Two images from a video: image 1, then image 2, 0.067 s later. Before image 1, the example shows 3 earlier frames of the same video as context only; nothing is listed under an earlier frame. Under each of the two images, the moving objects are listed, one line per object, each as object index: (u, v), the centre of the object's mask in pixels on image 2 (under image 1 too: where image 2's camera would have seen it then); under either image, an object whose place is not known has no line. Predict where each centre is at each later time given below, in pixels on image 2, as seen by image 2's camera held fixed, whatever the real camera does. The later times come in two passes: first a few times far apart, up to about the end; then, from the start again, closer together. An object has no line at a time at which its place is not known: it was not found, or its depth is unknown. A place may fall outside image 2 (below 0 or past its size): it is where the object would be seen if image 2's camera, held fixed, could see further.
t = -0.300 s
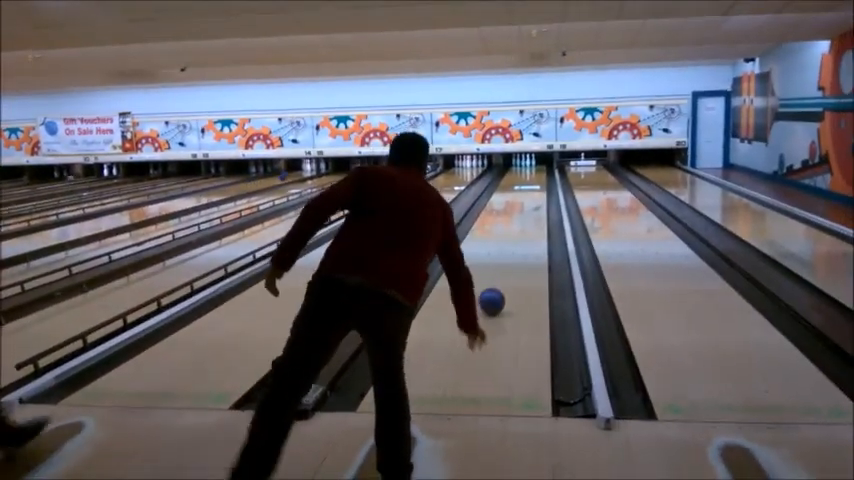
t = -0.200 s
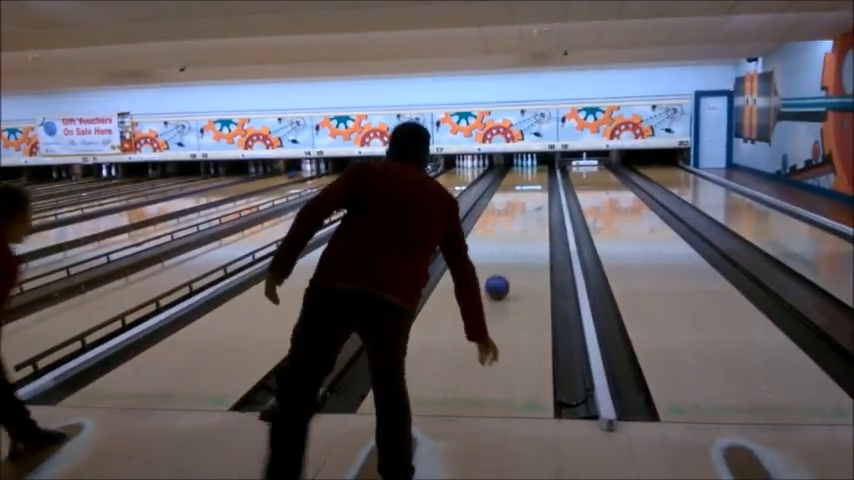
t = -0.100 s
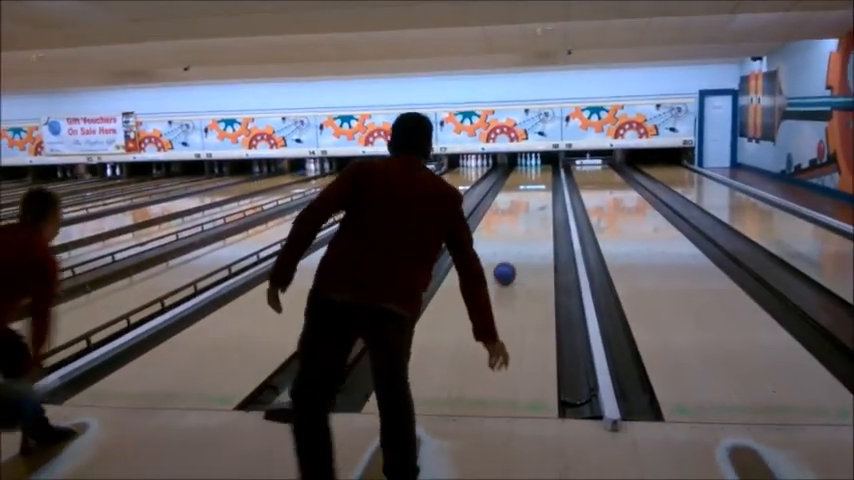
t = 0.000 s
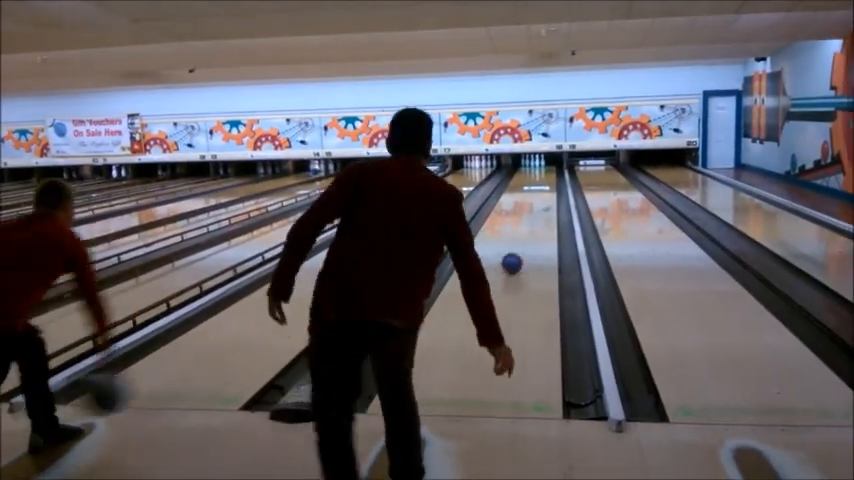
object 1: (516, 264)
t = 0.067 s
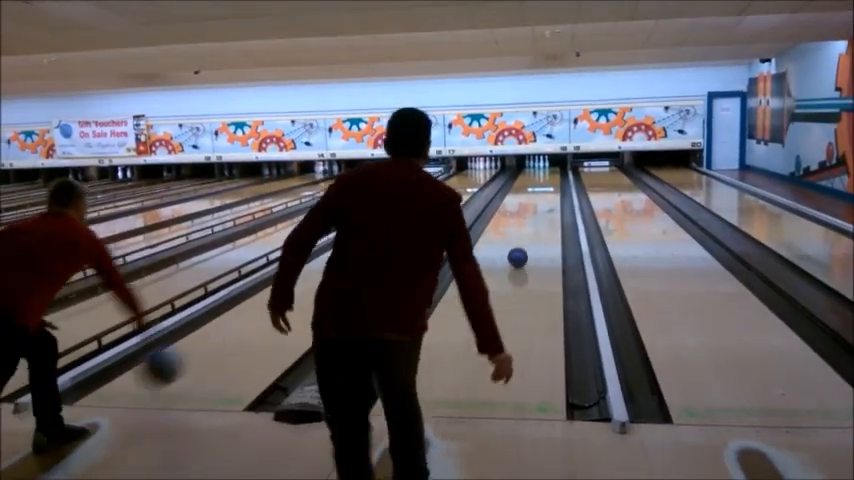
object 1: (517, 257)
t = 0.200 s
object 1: (520, 245)
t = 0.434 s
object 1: (525, 229)
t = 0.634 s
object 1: (527, 218)
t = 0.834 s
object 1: (529, 209)
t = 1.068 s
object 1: (531, 201)
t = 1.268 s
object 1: (533, 196)
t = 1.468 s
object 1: (534, 191)
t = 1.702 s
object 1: (536, 186)
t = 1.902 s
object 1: (537, 183)
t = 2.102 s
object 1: (538, 178)
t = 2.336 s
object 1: (538, 176)
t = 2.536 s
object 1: (539, 174)
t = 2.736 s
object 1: (539, 172)
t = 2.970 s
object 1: (540, 170)
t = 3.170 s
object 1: (540, 167)
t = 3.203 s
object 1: (541, 167)
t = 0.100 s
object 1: (518, 254)
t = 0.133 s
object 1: (519, 251)
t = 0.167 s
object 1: (520, 248)
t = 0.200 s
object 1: (520, 245)
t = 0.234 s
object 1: (521, 243)
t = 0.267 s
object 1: (522, 241)
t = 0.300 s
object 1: (522, 238)
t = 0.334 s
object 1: (523, 236)
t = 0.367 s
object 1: (524, 233)
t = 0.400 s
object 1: (524, 231)
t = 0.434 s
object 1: (525, 229)
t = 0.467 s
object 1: (525, 227)
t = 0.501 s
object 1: (526, 225)
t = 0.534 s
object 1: (526, 223)
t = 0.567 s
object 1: (526, 221)
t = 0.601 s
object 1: (527, 220)
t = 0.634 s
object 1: (527, 218)
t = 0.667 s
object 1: (528, 217)
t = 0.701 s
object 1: (528, 215)
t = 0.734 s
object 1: (528, 214)
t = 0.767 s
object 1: (529, 212)
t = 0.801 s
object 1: (529, 210)
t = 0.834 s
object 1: (529, 209)
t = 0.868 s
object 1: (530, 208)
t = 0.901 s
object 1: (530, 207)
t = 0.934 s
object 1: (530, 206)
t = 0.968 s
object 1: (530, 204)
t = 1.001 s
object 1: (531, 203)
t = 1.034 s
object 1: (531, 202)
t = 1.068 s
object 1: (531, 201)
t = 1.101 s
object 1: (531, 200)
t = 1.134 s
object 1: (531, 200)
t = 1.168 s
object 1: (532, 198)
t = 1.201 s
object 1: (532, 197)
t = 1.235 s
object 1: (533, 197)
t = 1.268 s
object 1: (533, 196)
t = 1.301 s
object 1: (533, 195)
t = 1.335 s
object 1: (534, 194)
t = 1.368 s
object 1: (534, 193)
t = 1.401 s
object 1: (534, 192)
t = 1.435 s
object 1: (534, 191)
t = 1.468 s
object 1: (534, 191)
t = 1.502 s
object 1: (534, 189)
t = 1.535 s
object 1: (534, 189)
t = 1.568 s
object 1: (534, 189)
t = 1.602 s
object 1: (535, 188)
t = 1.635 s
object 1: (535, 188)
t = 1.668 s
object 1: (536, 186)
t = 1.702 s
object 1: (536, 186)
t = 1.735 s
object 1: (536, 184)
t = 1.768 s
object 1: (536, 184)
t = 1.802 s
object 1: (536, 184)
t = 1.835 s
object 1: (536, 184)
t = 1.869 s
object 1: (537, 183)
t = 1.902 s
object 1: (537, 183)
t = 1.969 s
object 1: (537, 182)
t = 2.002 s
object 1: (537, 180)
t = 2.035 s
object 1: (538, 180)
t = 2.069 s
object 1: (538, 180)
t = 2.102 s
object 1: (538, 178)
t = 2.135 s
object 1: (538, 178)
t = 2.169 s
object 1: (538, 178)
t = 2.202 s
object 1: (538, 178)
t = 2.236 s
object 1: (538, 177)
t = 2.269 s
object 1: (538, 176)
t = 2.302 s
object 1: (539, 176)
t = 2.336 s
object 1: (538, 176)
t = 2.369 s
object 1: (538, 175)
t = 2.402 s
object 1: (538, 175)
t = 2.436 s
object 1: (538, 174)
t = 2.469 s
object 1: (538, 174)
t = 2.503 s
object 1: (539, 174)
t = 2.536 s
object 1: (539, 174)
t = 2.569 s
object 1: (538, 173)
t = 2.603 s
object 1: (538, 173)
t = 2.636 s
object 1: (538, 173)
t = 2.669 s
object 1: (539, 172)
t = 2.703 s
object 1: (539, 172)
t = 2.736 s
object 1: (539, 172)
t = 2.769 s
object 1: (539, 172)
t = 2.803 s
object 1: (539, 172)
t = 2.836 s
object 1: (539, 171)
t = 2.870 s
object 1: (539, 170)
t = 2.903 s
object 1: (539, 170)
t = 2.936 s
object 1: (539, 170)
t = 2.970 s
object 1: (540, 170)
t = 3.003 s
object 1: (540, 168)
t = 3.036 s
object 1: (540, 169)
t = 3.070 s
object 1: (539, 169)
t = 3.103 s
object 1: (540, 167)
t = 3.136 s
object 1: (540, 167)
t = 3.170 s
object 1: (540, 167)
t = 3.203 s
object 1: (541, 167)
